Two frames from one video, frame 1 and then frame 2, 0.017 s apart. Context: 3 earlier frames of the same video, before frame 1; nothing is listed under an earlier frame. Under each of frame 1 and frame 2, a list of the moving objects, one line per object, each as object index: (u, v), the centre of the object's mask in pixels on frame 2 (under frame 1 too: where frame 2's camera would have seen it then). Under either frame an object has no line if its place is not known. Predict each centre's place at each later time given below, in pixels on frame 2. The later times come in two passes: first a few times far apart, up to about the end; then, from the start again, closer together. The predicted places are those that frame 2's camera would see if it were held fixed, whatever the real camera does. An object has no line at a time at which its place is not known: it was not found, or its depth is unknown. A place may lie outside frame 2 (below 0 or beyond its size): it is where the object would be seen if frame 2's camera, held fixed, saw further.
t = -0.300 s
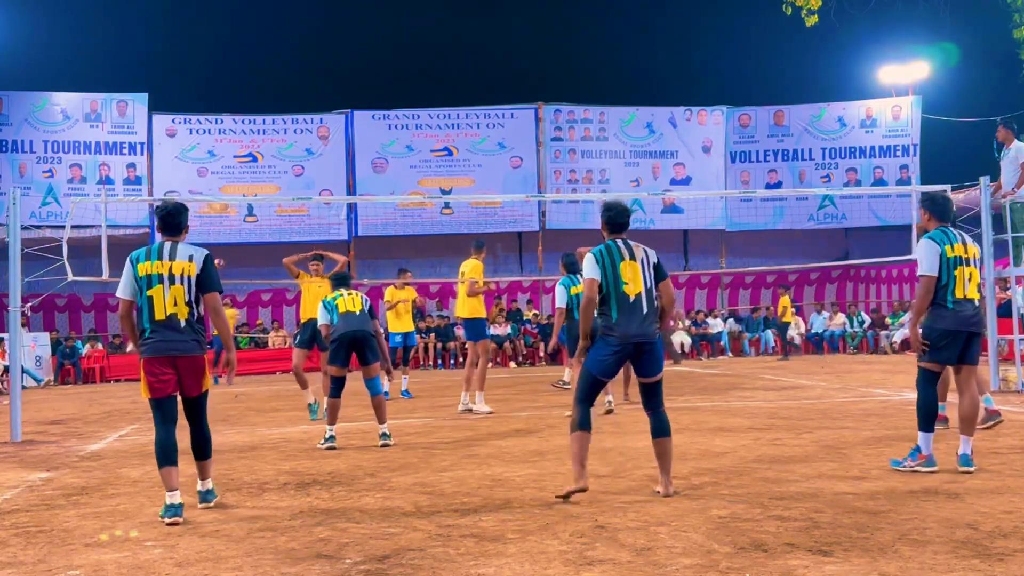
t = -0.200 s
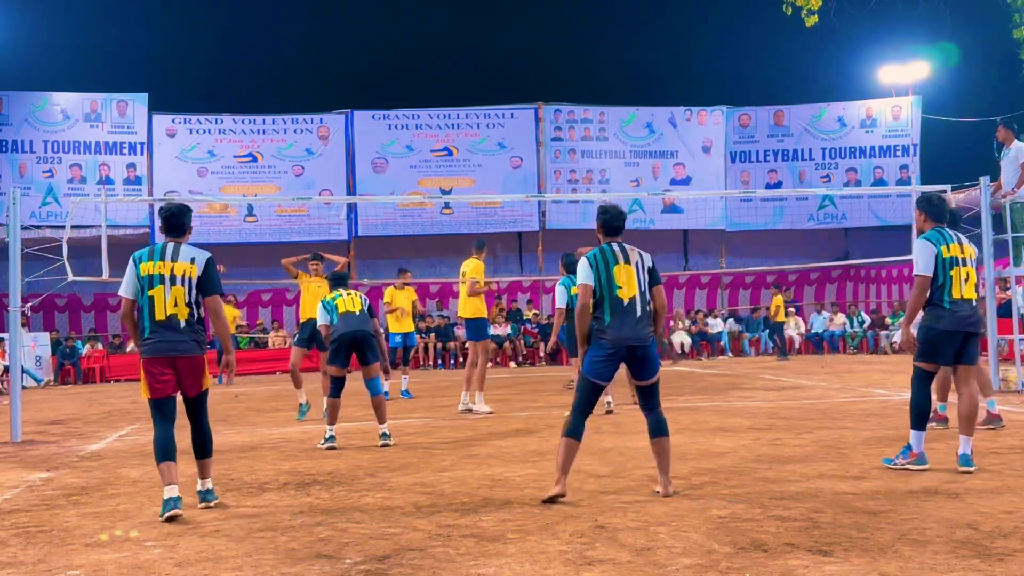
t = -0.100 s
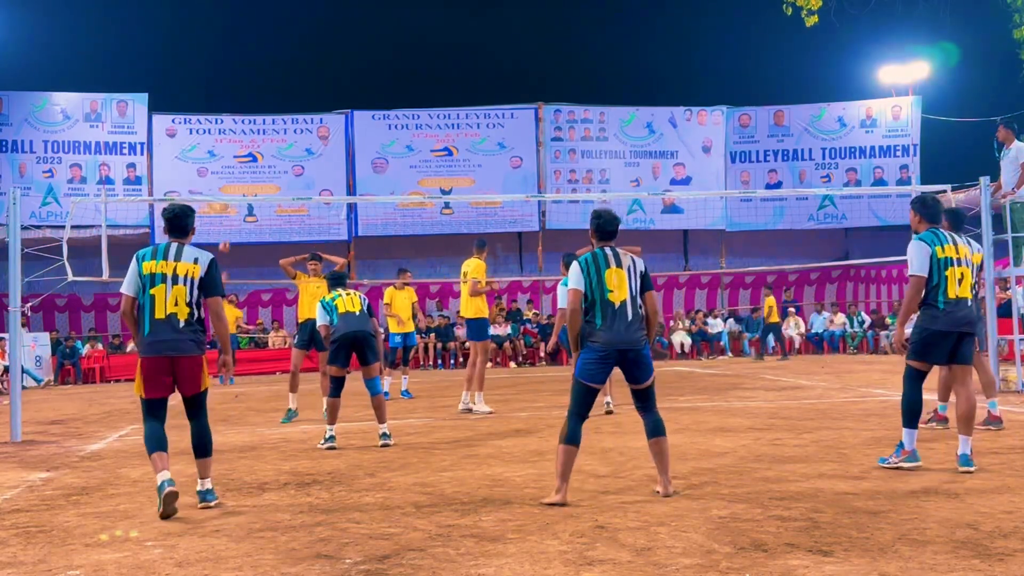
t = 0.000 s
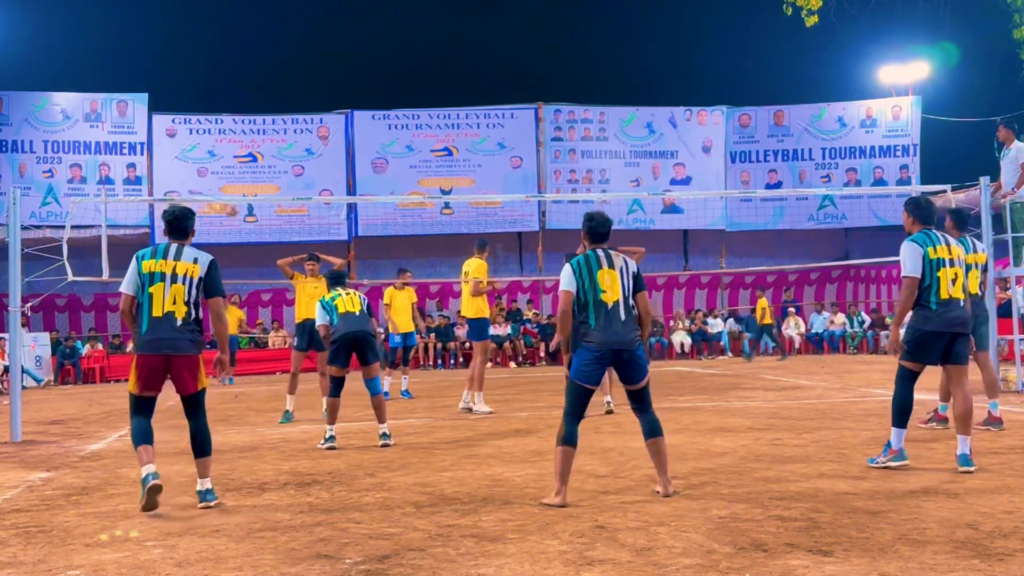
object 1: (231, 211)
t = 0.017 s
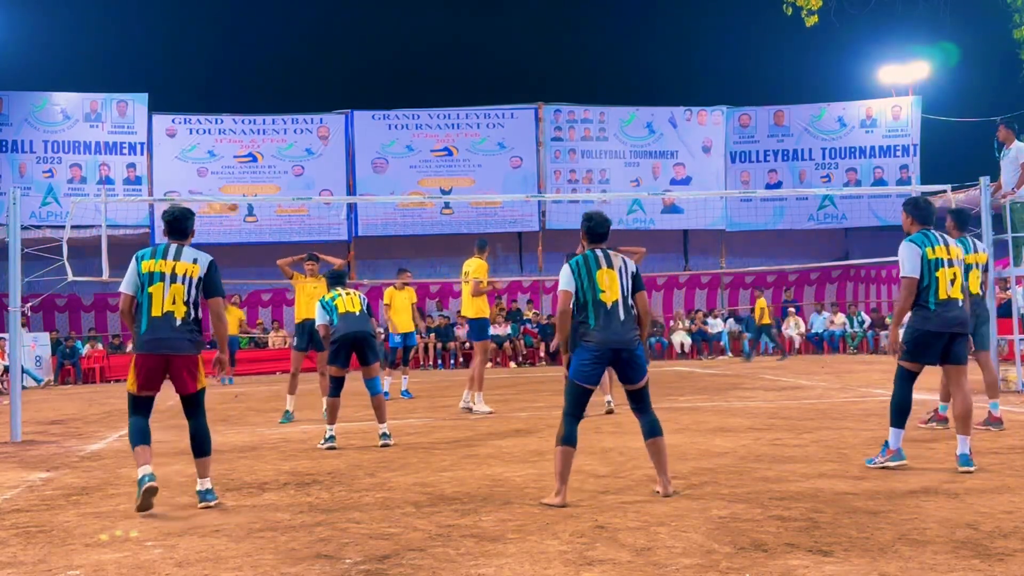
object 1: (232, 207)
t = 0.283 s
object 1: (254, 118)
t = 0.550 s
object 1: (282, 47)
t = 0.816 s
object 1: (335, 7)
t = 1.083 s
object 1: (433, 24)
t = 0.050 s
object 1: (236, 193)
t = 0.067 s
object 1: (237, 189)
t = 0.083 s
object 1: (238, 183)
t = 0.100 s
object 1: (239, 177)
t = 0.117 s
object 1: (241, 172)
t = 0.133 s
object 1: (242, 166)
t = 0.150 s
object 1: (243, 159)
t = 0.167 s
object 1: (245, 155)
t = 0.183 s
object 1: (247, 147)
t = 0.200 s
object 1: (249, 144)
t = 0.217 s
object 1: (250, 139)
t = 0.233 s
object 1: (250, 134)
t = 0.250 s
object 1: (252, 128)
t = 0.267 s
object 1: (253, 124)
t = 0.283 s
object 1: (254, 118)
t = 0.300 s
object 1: (256, 113)
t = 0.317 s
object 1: (258, 108)
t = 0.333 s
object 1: (259, 104)
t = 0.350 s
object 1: (260, 99)
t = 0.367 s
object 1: (262, 94)
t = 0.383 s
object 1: (263, 89)
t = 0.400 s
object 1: (265, 85)
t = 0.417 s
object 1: (267, 80)
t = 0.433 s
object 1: (268, 76)
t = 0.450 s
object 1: (270, 72)
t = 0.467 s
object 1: (272, 67)
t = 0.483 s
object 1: (273, 63)
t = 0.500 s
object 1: (276, 59)
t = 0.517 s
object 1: (278, 55)
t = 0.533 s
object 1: (280, 51)
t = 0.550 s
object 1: (282, 47)
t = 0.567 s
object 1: (284, 43)
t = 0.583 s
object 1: (287, 40)
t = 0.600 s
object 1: (289, 36)
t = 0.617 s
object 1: (292, 33)
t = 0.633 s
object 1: (295, 30)
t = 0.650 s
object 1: (298, 27)
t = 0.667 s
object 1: (300, 24)
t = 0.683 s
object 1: (304, 21)
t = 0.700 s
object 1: (307, 18)
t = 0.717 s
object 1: (311, 16)
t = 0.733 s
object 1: (314, 14)
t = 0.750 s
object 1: (318, 11)
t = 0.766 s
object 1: (322, 10)
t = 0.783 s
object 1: (326, 9)
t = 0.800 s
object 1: (330, 8)
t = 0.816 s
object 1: (335, 7)
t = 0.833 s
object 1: (339, 7)
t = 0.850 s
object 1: (344, 7)
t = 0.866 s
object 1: (349, 7)
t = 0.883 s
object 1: (354, 7)
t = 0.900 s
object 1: (359, 7)
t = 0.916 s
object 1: (365, 7)
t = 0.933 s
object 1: (370, 7)
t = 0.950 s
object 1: (376, 8)
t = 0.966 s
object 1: (382, 9)
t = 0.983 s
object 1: (389, 10)
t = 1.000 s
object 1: (396, 11)
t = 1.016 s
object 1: (402, 12)
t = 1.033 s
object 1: (409, 14)
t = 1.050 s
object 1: (417, 17)
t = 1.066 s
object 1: (425, 20)
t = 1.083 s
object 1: (433, 24)
